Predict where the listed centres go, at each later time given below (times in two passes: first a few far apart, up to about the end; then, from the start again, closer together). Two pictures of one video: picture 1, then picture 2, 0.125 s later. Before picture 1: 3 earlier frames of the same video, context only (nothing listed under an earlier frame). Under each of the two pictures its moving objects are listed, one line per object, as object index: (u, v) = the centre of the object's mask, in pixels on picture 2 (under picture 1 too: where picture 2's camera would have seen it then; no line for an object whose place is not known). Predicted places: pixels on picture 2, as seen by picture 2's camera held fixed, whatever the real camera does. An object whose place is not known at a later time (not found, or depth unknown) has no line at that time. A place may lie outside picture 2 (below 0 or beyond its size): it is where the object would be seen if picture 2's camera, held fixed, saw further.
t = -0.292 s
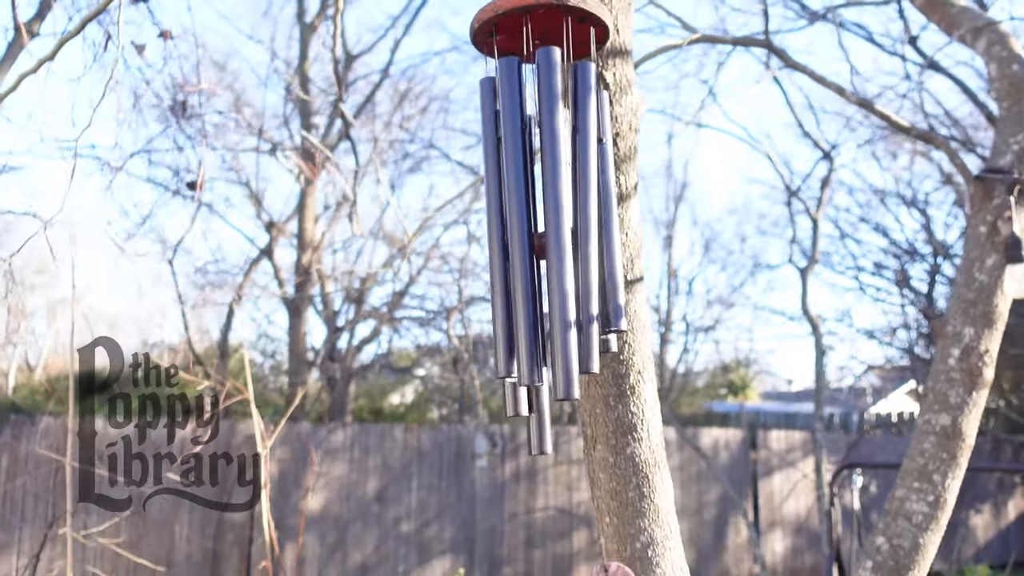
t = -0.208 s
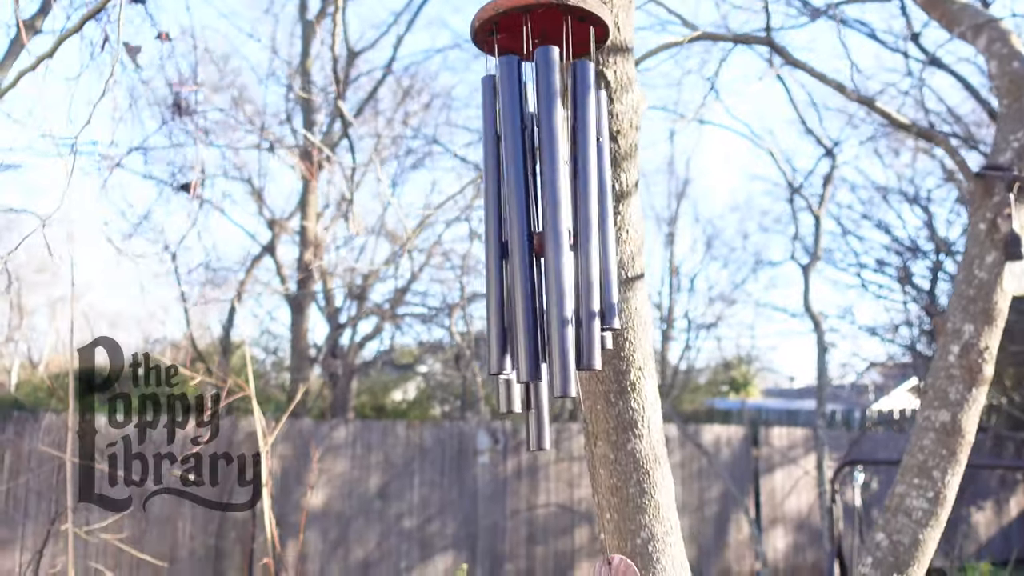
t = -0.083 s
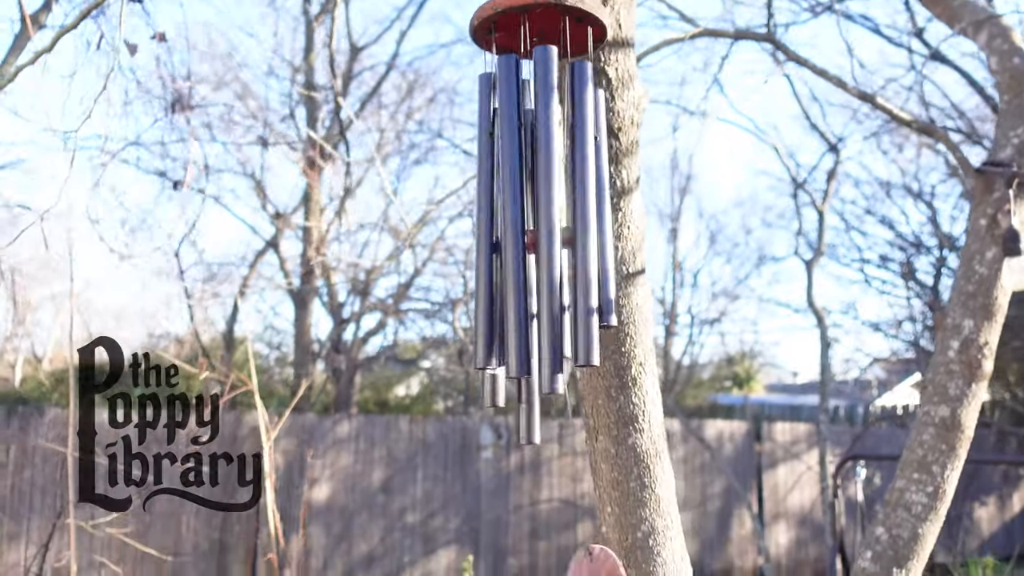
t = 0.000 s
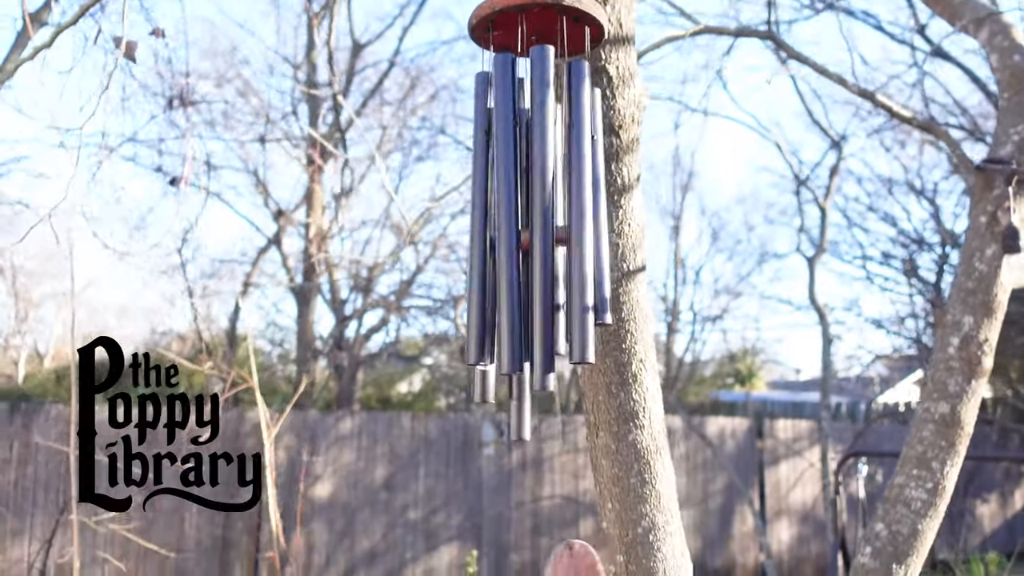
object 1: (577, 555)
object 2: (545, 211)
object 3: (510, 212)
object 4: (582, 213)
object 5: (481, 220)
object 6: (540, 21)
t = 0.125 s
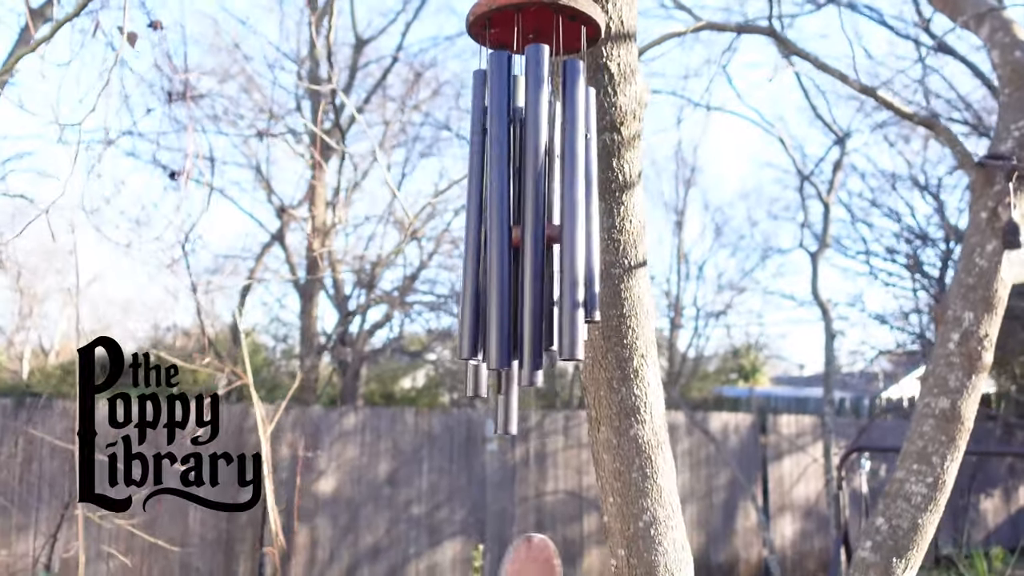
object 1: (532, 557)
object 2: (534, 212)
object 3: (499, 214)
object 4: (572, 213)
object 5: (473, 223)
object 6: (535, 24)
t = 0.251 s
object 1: (490, 559)
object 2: (526, 215)
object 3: (492, 212)
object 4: (563, 212)
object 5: (471, 221)
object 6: (532, 26)
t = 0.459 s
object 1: (462, 561)
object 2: (533, 215)
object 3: (496, 210)
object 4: (561, 206)
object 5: (476, 216)
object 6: (533, 29)
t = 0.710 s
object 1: (522, 562)
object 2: (544, 213)
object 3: (511, 210)
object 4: (575, 209)
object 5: (483, 225)
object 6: (537, 28)
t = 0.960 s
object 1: (596, 551)
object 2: (546, 216)
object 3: (512, 215)
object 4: (582, 213)
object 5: (492, 224)
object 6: (537, 29)
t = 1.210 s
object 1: (592, 544)
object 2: (539, 219)
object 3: (505, 214)
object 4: (572, 218)
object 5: (488, 209)
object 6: (535, 35)
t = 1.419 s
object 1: (532, 542)
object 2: (537, 226)
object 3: (501, 221)
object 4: (564, 215)
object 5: (480, 233)
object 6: (533, 37)
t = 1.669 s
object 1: (480, 538)
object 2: (541, 224)
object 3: (513, 215)
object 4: (572, 220)
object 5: (487, 231)
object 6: (541, 37)
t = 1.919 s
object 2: (557, 216)
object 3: (520, 212)
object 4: (594, 212)
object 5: (501, 219)
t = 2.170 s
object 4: (603, 213)
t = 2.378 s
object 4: (604, 218)
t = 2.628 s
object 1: (609, 537)
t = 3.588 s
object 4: (599, 227)
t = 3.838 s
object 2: (571, 231)
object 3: (542, 227)
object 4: (595, 226)
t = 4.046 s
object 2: (551, 231)
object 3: (523, 228)
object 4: (576, 225)
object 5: (506, 241)
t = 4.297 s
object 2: (530, 225)
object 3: (501, 225)
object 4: (556, 225)
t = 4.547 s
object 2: (522, 228)
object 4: (550, 228)
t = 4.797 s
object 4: (563, 228)
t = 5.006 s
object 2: (554, 233)
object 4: (577, 229)
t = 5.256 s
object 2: (560, 237)
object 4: (584, 234)
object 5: (511, 246)
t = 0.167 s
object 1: (517, 558)
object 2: (531, 213)
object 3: (496, 213)
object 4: (569, 212)
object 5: (472, 224)
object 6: (534, 25)
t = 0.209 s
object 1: (503, 558)
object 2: (528, 214)
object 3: (494, 212)
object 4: (566, 212)
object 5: (471, 223)
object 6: (533, 25)
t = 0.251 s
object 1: (490, 559)
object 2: (526, 215)
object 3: (492, 212)
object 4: (563, 212)
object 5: (471, 221)
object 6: (532, 26)
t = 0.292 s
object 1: (480, 560)
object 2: (526, 213)
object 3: (491, 212)
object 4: (560, 211)
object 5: (471, 218)
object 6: (532, 27)
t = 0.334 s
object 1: (470, 560)
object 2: (527, 213)
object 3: (491, 211)
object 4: (559, 211)
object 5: (471, 216)
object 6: (531, 27)
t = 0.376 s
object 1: (463, 560)
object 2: (528, 215)
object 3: (492, 212)
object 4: (559, 210)
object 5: (473, 213)
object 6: (531, 28)
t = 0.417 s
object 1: (461, 561)
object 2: (530, 217)
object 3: (494, 210)
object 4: (560, 206)
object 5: (474, 213)
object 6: (532, 29)
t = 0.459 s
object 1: (462, 561)
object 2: (533, 215)
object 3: (496, 210)
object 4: (561, 206)
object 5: (476, 216)
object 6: (533, 29)
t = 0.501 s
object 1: (465, 562)
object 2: (535, 217)
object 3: (498, 209)
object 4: (564, 205)
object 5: (477, 220)
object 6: (533, 29)
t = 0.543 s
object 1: (473, 563)
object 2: (537, 217)
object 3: (501, 210)
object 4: (566, 204)
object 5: (479, 223)
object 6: (534, 29)
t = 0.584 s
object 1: (482, 563)
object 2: (540, 216)
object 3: (503, 210)
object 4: (568, 203)
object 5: (480, 225)
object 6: (533, 28)
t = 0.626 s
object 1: (494, 562)
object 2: (541, 215)
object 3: (506, 210)
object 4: (570, 204)
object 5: (480, 222)
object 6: (535, 29)
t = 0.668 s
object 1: (508, 563)
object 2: (542, 214)
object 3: (508, 210)
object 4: (573, 208)
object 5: (481, 223)
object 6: (536, 27)
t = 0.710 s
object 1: (522, 562)
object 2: (544, 213)
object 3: (511, 210)
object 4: (575, 209)
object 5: (483, 225)
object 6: (537, 28)
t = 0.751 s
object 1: (537, 561)
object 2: (546, 215)
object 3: (513, 212)
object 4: (577, 213)
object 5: (485, 224)
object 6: (538, 26)
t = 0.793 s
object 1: (551, 560)
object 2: (546, 216)
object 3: (514, 213)
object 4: (579, 211)
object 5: (487, 223)
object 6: (538, 27)
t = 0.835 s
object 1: (565, 558)
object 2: (546, 213)
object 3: (515, 212)
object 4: (581, 210)
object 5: (488, 224)
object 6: (539, 27)
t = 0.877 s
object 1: (578, 556)
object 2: (546, 214)
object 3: (514, 213)
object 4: (582, 211)
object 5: (490, 225)
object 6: (539, 27)
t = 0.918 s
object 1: (589, 553)
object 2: (546, 215)
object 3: (513, 216)
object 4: (582, 212)
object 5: (491, 225)
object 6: (538, 28)
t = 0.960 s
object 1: (596, 551)
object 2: (546, 216)
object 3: (512, 215)
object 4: (582, 213)
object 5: (492, 224)
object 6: (537, 29)
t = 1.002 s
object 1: (602, 548)
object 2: (545, 216)
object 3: (510, 217)
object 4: (581, 213)
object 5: (492, 220)
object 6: (537, 30)
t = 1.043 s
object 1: (605, 547)
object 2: (544, 215)
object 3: (509, 214)
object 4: (579, 215)
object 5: (492, 221)
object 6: (536, 31)
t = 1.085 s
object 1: (605, 545)
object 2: (543, 216)
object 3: (508, 215)
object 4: (578, 214)
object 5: (491, 216)
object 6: (536, 32)
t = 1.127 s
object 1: (603, 545)
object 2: (542, 217)
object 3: (507, 215)
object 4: (576, 217)
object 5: (490, 211)
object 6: (535, 33)
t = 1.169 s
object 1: (599, 544)
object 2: (541, 218)
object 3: (507, 215)
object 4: (573, 217)
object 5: (489, 208)
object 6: (535, 34)
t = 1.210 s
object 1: (592, 544)
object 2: (539, 219)
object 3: (505, 214)
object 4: (572, 218)
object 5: (488, 209)
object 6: (535, 35)
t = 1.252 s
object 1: (582, 544)
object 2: (539, 220)
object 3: (504, 215)
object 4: (569, 218)
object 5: (486, 213)
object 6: (534, 36)
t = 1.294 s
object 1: (571, 544)
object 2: (538, 224)
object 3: (503, 218)
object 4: (568, 218)
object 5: (485, 220)
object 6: (534, 37)
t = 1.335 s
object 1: (558, 543)
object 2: (538, 225)
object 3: (502, 219)
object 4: (567, 217)
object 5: (483, 229)
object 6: (534, 36)
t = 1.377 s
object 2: (537, 226)
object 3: (501, 219)
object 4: (565, 217)
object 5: (482, 234)
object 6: (534, 38)
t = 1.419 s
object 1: (532, 542)
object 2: (537, 226)
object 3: (501, 221)
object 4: (564, 215)
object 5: (480, 233)
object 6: (533, 37)
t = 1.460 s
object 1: (519, 541)
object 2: (538, 225)
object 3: (503, 221)
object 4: (564, 215)
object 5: (480, 232)
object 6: (533, 37)
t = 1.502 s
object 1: (508, 541)
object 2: (538, 224)
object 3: (505, 218)
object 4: (564, 214)
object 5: (480, 231)
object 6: (534, 37)
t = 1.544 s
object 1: (497, 540)
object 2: (539, 224)
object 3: (507, 217)
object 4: (565, 215)
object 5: (480, 228)
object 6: (535, 37)
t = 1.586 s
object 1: (489, 540)
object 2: (540, 223)
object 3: (510, 217)
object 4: (567, 216)
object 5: (482, 230)
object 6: (537, 37)
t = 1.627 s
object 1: (483, 538)
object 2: (541, 225)
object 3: (511, 215)
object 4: (569, 218)
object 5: (484, 228)
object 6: (539, 38)
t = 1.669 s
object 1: (480, 538)
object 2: (541, 224)
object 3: (513, 215)
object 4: (572, 220)
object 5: (487, 231)
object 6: (541, 37)
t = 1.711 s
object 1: (478, 536)
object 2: (543, 221)
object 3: (513, 215)
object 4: (577, 219)
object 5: (490, 227)
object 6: (542, 35)
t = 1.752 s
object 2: (545, 218)
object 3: (515, 215)
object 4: (581, 215)
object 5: (493, 225)
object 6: (546, 35)
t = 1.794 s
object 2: (547, 217)
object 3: (516, 214)
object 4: (584, 214)
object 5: (495, 225)
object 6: (548, 35)
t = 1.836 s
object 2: (549, 214)
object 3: (516, 214)
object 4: (587, 215)
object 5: (497, 224)
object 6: (549, 35)
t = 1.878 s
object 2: (553, 212)
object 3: (517, 211)
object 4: (592, 212)
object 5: (498, 220)
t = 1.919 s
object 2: (557, 216)
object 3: (520, 212)
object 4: (594, 212)
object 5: (501, 219)
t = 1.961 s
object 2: (561, 215)
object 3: (524, 211)
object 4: (597, 213)
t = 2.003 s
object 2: (565, 215)
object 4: (599, 213)
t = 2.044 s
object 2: (568, 215)
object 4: (602, 214)
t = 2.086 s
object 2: (570, 211)
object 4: (604, 214)
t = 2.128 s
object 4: (603, 213)
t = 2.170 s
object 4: (603, 213)
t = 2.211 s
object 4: (604, 214)
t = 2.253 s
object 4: (604, 217)
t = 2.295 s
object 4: (603, 216)
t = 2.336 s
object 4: (603, 217)
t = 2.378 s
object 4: (604, 218)
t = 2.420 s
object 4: (604, 219)
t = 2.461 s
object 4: (604, 217)
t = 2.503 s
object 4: (604, 218)
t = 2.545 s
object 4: (604, 219)
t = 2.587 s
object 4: (604, 219)
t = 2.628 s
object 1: (609, 537)
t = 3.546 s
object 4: (598, 227)
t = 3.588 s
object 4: (599, 227)
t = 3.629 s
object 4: (600, 226)
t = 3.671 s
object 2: (574, 228)
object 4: (600, 226)
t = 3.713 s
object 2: (574, 229)
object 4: (599, 225)
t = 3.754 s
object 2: (574, 229)
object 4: (598, 225)
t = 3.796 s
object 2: (573, 230)
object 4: (597, 225)
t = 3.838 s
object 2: (571, 231)
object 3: (542, 227)
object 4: (595, 226)
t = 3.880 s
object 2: (568, 231)
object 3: (539, 227)
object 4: (591, 225)
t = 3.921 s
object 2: (564, 229)
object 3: (536, 227)
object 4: (588, 225)
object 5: (518, 235)
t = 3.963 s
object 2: (560, 229)
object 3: (532, 228)
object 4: (584, 225)
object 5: (515, 235)
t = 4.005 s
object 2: (555, 230)
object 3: (528, 228)
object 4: (580, 225)
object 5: (511, 240)
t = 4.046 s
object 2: (551, 231)
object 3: (523, 228)
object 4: (576, 225)
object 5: (506, 241)
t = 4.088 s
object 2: (547, 230)
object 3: (519, 228)
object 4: (572, 226)
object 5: (501, 239)
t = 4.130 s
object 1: (545, 525)
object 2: (543, 228)
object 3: (515, 227)
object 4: (568, 225)
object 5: (497, 237)
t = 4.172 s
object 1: (526, 527)
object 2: (540, 228)
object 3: (511, 228)
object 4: (565, 224)
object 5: (490, 233)
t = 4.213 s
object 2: (536, 226)
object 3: (507, 227)
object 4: (561, 226)
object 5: (486, 236)
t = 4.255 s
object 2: (533, 228)
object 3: (504, 226)
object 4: (558, 224)
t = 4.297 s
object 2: (530, 225)
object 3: (501, 225)
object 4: (556, 225)
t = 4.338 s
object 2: (527, 226)
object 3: (498, 224)
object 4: (554, 227)
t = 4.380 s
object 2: (525, 227)
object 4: (553, 226)
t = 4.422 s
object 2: (523, 227)
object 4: (551, 228)
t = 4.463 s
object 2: (522, 227)
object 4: (551, 226)
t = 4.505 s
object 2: (522, 228)
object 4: (550, 227)
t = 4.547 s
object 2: (522, 228)
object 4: (550, 228)
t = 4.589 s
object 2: (524, 228)
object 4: (551, 227)
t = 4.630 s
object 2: (526, 229)
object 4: (553, 225)
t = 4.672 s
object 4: (554, 227)
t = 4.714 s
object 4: (557, 226)
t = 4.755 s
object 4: (560, 227)
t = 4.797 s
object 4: (563, 228)
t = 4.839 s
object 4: (566, 228)
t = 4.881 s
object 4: (569, 228)
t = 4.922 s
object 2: (548, 228)
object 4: (572, 229)
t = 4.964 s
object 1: (545, 530)
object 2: (551, 230)
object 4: (575, 231)
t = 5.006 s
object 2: (554, 233)
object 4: (577, 229)
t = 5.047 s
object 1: (570, 525)
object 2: (556, 234)
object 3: (528, 232)
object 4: (580, 231)
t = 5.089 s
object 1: (581, 520)
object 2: (558, 235)
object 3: (530, 232)
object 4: (581, 232)
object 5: (510, 240)
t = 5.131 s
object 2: (560, 234)
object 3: (531, 232)
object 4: (583, 232)
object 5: (512, 241)
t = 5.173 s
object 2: (561, 236)
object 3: (532, 232)
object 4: (585, 234)
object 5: (512, 243)
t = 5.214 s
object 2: (561, 236)
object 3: (532, 232)
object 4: (585, 235)
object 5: (512, 245)
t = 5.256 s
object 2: (560, 237)
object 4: (584, 234)
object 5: (511, 246)
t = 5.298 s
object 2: (558, 238)
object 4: (584, 235)
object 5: (510, 246)
